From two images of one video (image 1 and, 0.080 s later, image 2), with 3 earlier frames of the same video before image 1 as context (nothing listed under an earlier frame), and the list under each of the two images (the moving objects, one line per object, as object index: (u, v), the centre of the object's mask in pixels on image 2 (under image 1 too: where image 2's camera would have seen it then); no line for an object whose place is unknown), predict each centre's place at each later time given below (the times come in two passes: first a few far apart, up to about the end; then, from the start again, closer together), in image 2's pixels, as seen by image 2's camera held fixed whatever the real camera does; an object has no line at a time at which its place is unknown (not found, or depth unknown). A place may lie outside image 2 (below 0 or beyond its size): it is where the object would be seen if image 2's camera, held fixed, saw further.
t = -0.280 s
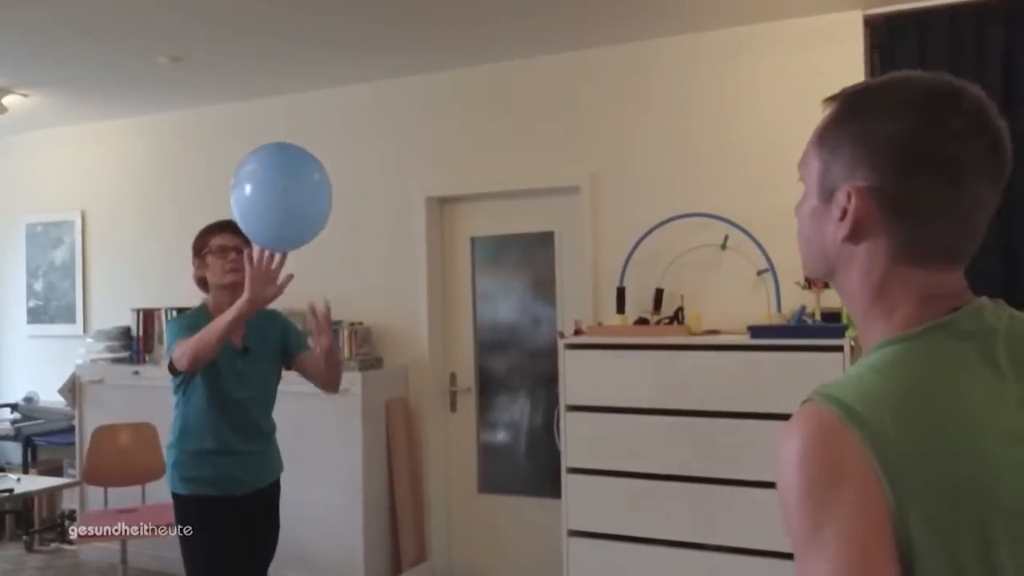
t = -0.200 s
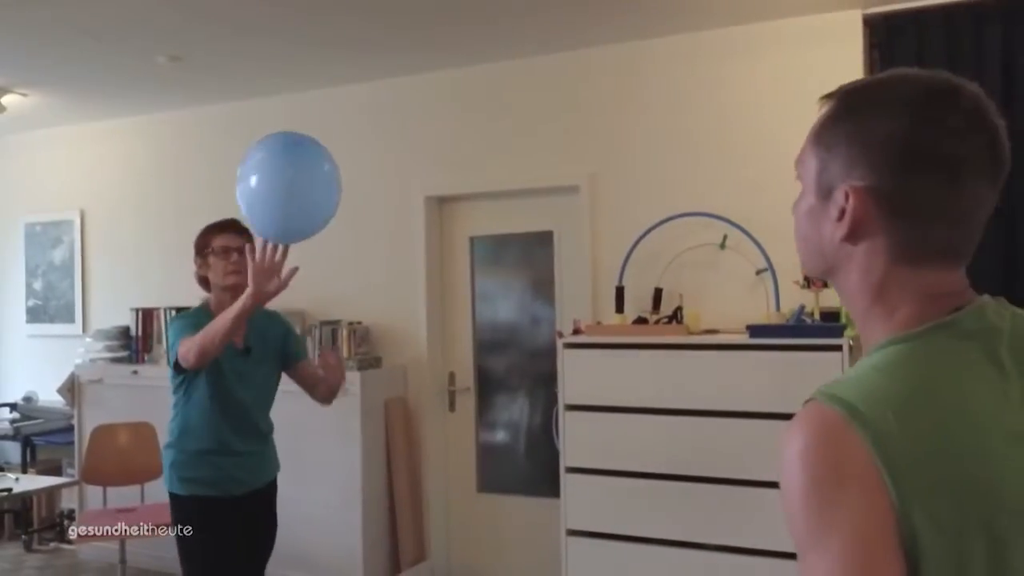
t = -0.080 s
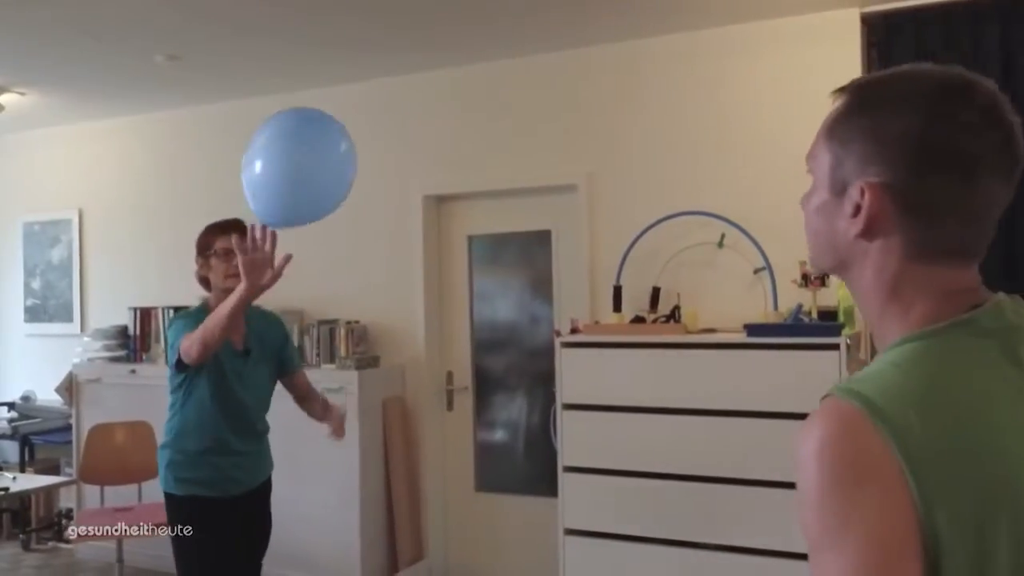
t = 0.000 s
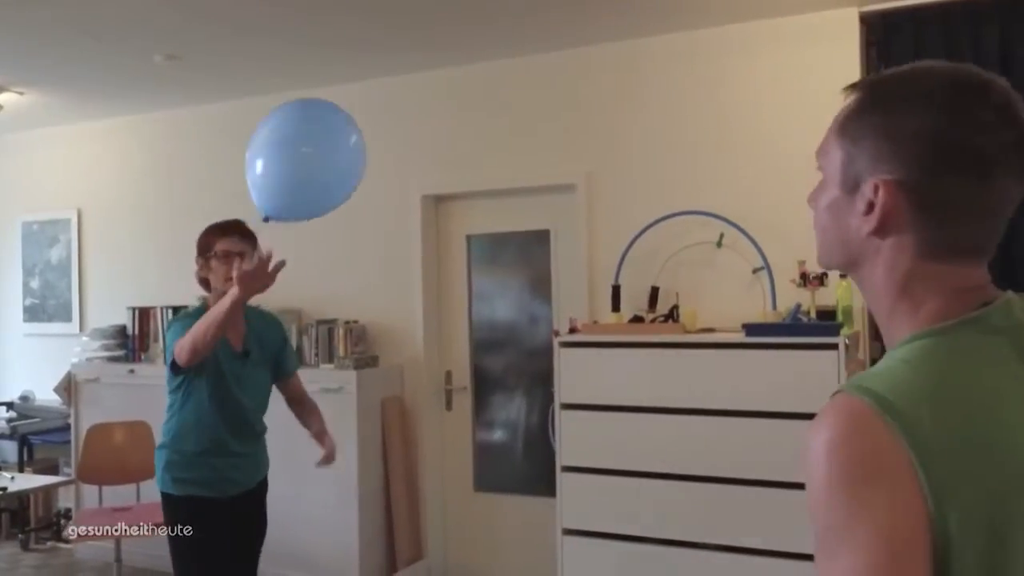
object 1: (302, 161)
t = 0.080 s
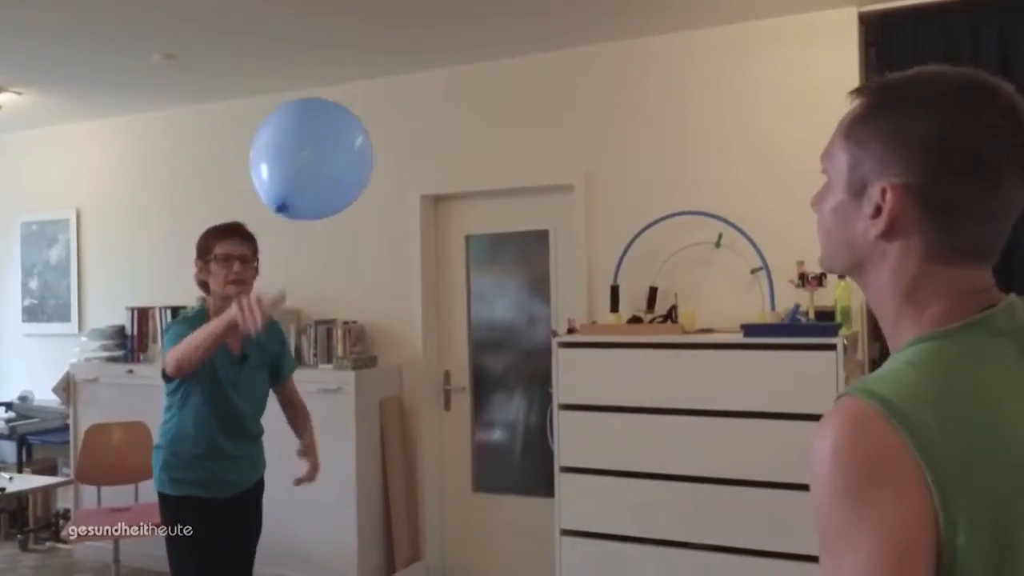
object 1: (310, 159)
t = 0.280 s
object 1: (328, 185)
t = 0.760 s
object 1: (396, 401)
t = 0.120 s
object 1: (314, 161)
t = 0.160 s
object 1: (318, 164)
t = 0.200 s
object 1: (321, 170)
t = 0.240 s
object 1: (324, 177)
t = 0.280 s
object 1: (328, 185)
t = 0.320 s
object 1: (332, 196)
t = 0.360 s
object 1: (336, 207)
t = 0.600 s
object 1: (367, 307)
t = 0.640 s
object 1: (374, 330)
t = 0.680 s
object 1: (381, 352)
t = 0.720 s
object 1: (388, 376)
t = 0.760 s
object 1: (396, 401)
